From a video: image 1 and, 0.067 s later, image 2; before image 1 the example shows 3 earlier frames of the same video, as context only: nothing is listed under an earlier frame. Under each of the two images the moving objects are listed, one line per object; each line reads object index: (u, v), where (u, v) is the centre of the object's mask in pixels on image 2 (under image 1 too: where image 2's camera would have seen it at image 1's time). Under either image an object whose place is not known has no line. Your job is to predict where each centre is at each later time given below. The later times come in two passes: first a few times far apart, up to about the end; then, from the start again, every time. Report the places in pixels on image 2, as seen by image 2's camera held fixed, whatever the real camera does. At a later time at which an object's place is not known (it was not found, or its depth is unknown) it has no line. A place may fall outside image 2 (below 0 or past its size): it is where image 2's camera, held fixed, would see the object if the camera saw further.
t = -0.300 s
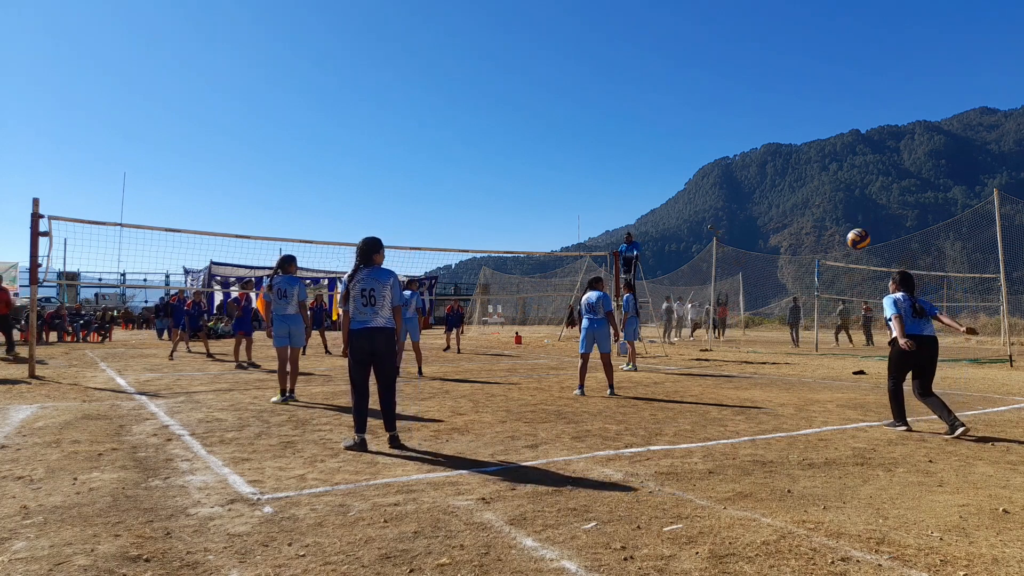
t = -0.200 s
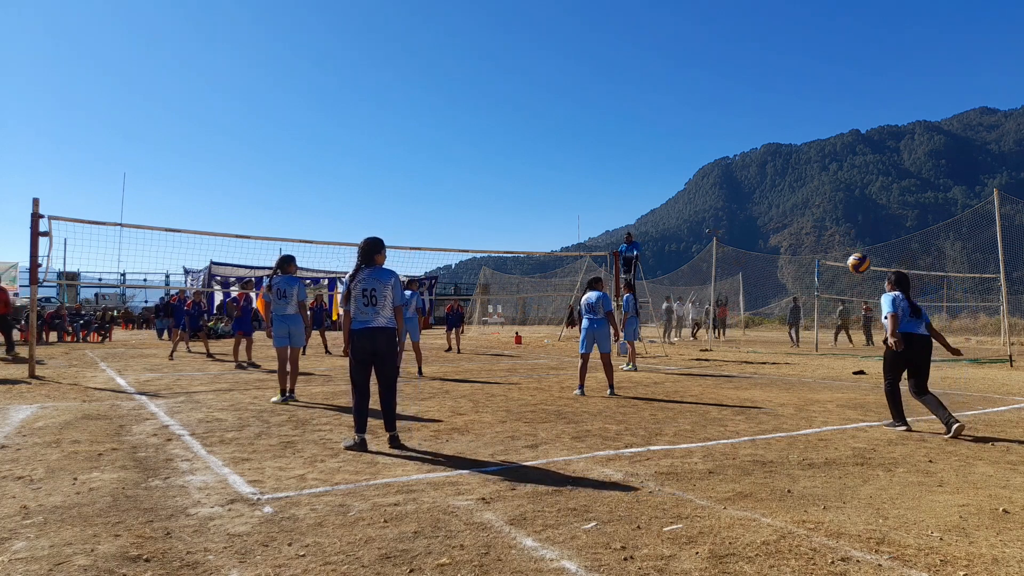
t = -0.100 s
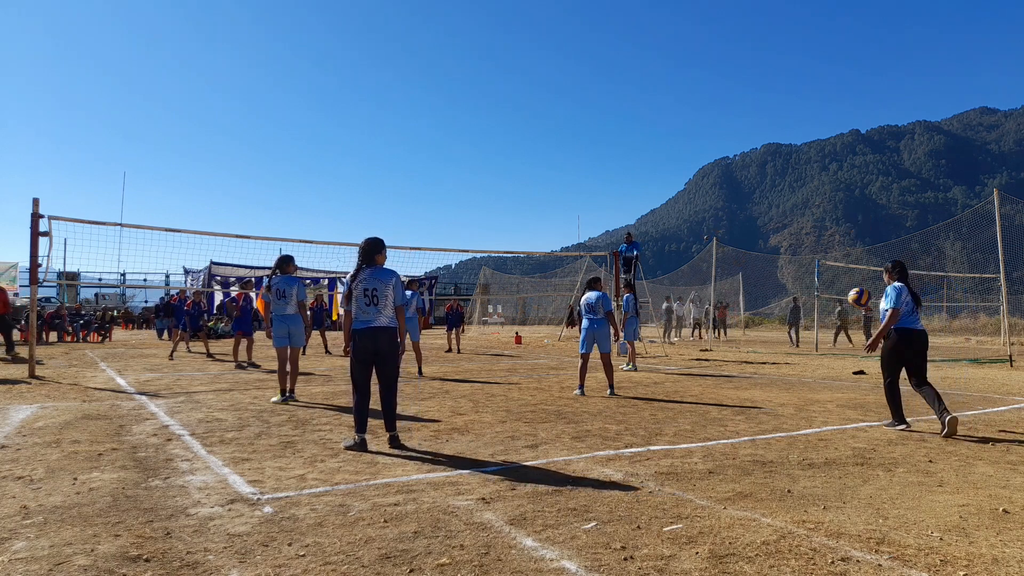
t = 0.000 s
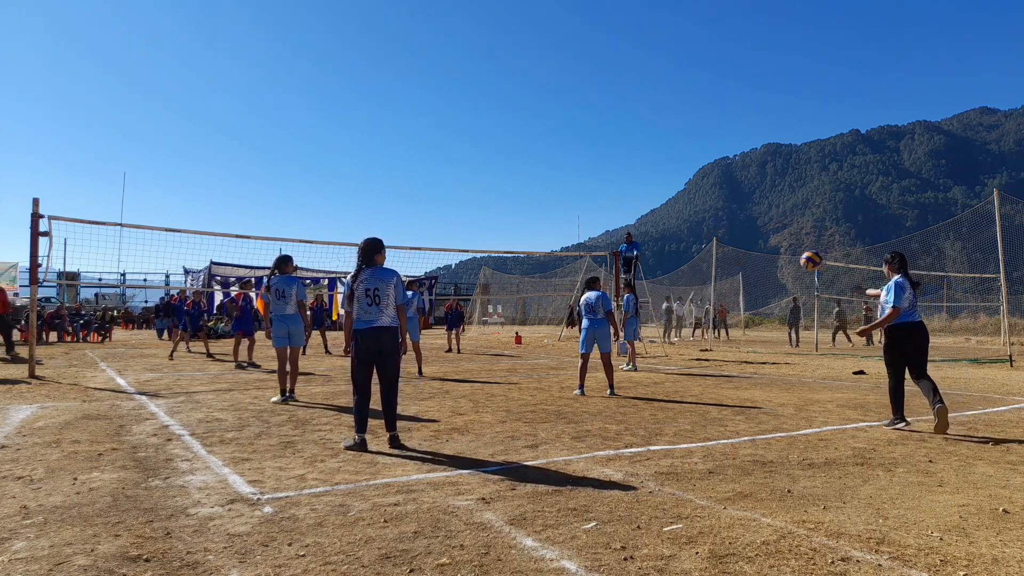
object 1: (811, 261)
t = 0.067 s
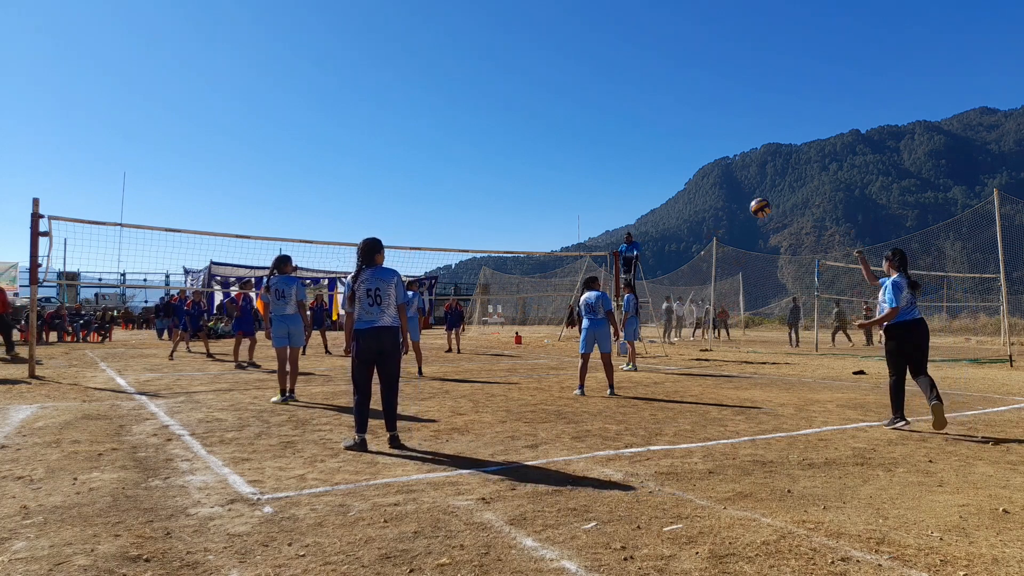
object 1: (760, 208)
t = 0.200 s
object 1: (670, 124)
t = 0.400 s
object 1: (556, 47)
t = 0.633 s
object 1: (448, 9)
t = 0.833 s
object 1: (369, 13)
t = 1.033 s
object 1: (302, 40)
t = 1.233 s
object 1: (244, 89)
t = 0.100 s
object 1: (736, 185)
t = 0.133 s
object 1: (713, 162)
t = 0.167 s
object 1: (691, 142)
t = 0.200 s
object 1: (670, 124)
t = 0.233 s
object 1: (650, 108)
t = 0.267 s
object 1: (630, 93)
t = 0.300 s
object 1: (610, 79)
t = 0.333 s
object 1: (591, 67)
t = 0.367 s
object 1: (573, 57)
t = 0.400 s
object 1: (556, 47)
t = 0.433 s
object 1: (538, 39)
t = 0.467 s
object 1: (522, 32)
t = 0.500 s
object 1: (506, 25)
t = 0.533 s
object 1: (491, 20)
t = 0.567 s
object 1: (476, 15)
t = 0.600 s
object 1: (462, 12)
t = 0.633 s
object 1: (448, 9)
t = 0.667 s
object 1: (434, 8)
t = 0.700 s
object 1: (420, 7)
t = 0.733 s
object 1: (407, 7)
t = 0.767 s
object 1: (394, 8)
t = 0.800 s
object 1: (382, 10)
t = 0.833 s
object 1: (369, 13)
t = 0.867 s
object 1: (358, 16)
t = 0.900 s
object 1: (346, 19)
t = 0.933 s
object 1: (335, 24)
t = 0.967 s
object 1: (324, 28)
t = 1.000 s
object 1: (313, 34)
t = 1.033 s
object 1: (302, 40)
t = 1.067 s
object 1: (292, 47)
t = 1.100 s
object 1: (282, 55)
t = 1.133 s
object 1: (272, 63)
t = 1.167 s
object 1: (263, 71)
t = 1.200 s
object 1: (254, 80)
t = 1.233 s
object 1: (244, 89)
